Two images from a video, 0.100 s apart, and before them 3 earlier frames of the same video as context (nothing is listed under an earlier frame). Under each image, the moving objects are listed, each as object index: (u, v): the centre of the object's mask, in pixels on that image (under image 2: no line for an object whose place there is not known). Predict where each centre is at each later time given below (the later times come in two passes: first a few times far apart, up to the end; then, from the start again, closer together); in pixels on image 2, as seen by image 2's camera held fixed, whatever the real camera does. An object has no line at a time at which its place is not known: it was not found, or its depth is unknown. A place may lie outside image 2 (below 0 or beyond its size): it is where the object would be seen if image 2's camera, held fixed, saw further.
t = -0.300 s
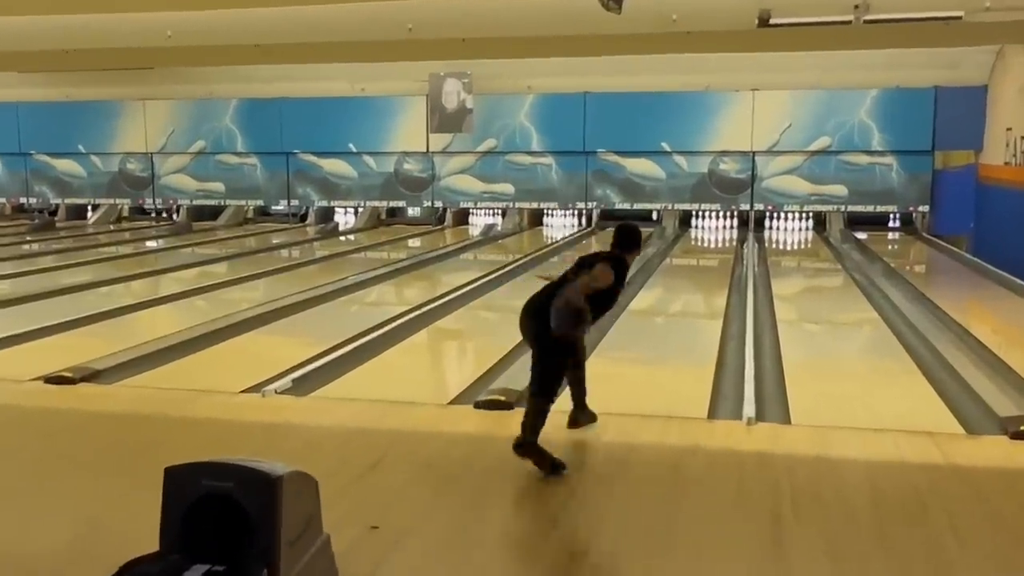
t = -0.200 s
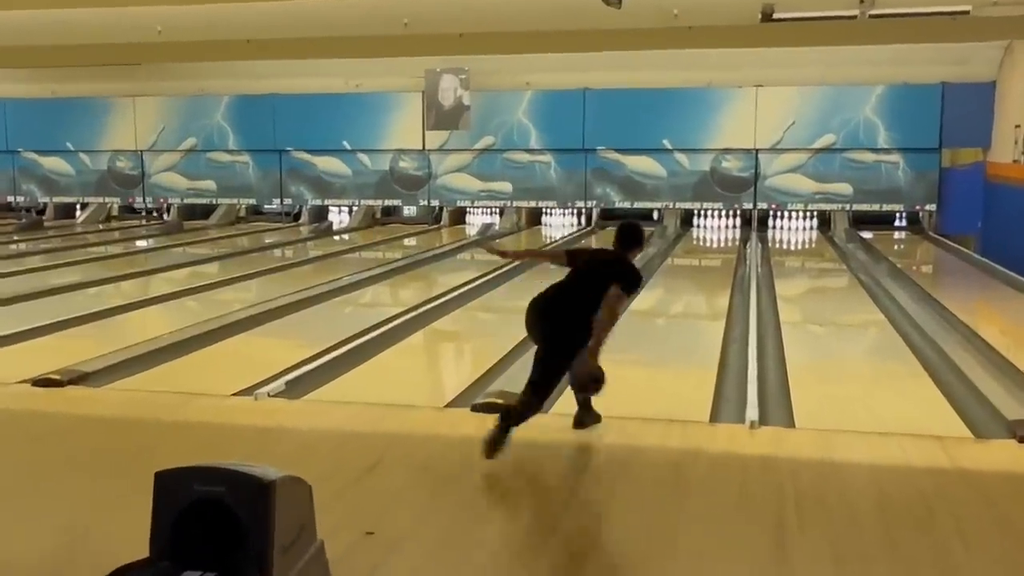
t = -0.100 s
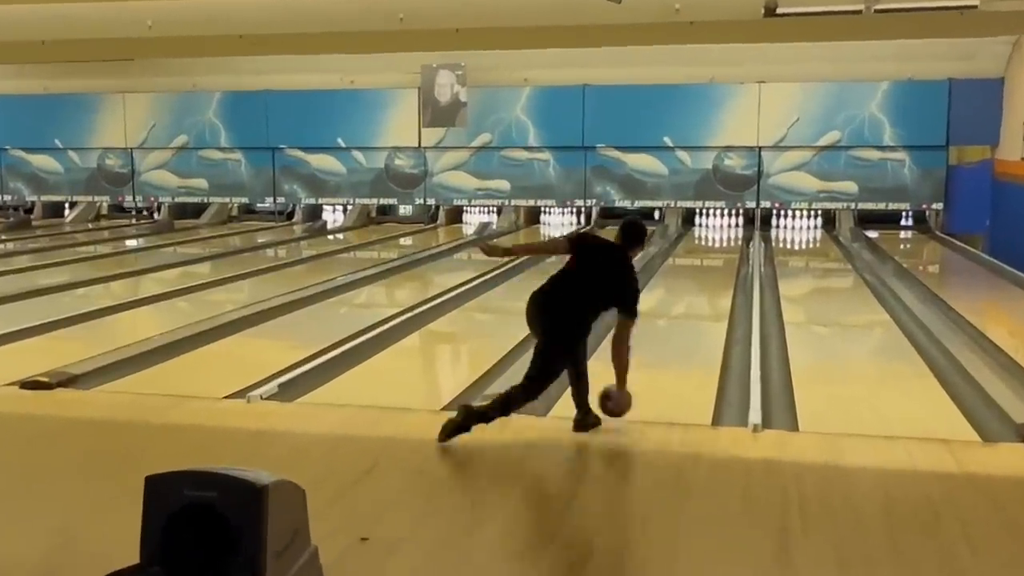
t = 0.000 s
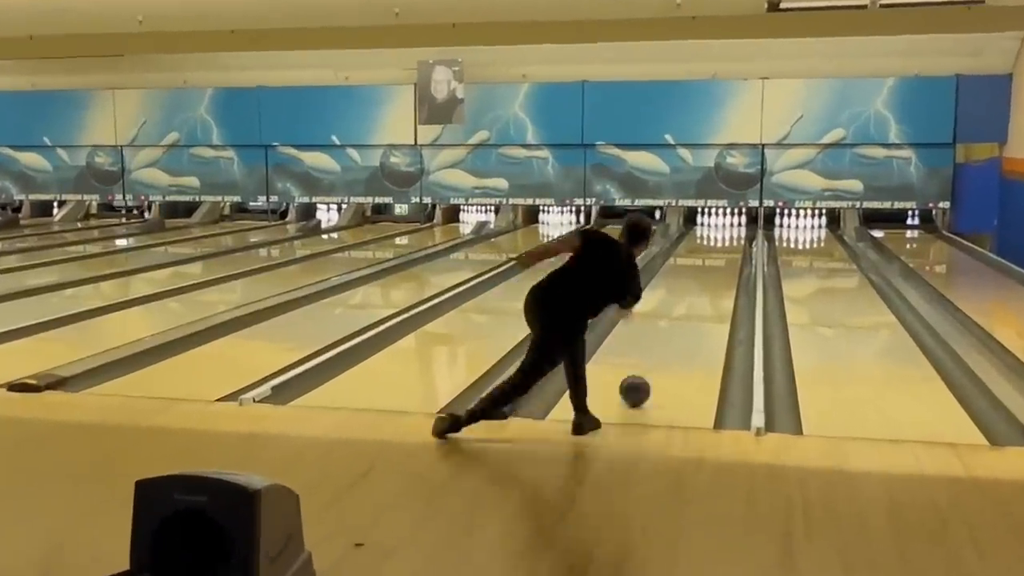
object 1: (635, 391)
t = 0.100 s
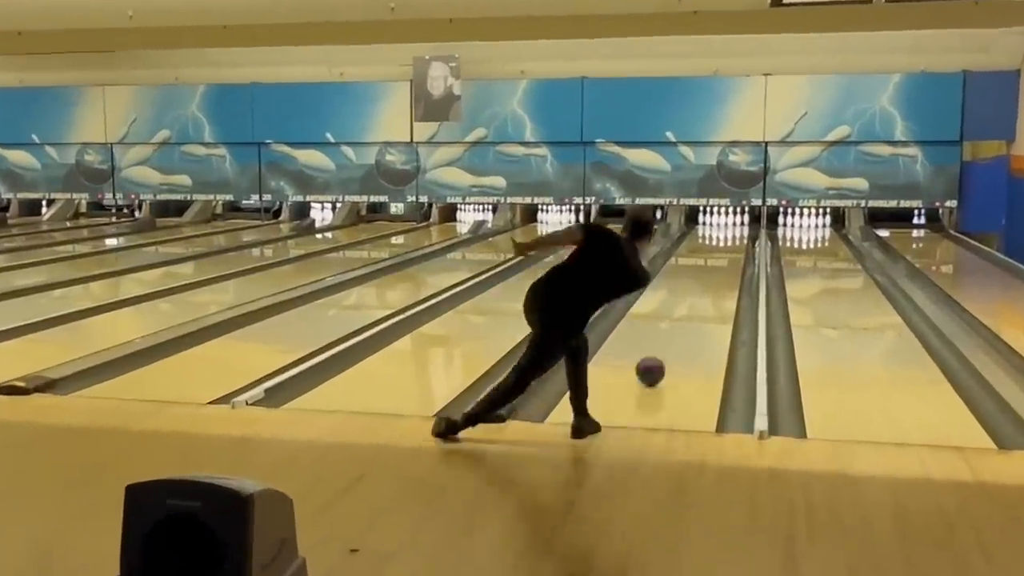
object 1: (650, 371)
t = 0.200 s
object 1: (663, 353)
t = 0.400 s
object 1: (683, 324)
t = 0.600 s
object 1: (698, 301)
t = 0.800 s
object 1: (710, 284)
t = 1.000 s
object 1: (719, 271)
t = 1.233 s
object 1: (727, 258)
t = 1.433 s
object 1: (731, 249)
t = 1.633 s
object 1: (733, 240)
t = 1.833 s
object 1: (734, 233)
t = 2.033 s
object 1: (731, 227)
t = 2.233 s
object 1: (725, 223)
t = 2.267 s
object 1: (724, 222)
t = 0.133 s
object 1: (654, 364)
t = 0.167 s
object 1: (659, 358)
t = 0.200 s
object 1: (663, 353)
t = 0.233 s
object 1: (666, 347)
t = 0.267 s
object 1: (670, 342)
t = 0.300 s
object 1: (674, 337)
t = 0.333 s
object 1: (677, 332)
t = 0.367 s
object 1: (680, 328)
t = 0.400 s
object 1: (683, 324)
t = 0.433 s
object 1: (685, 319)
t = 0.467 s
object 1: (688, 315)
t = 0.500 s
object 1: (690, 312)
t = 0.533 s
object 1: (693, 308)
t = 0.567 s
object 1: (696, 304)
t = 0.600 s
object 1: (698, 301)
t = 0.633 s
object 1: (700, 298)
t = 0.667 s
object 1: (702, 295)
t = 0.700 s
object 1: (704, 292)
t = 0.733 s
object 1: (706, 290)
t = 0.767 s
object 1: (708, 287)
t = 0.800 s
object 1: (710, 284)
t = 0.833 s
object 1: (711, 282)
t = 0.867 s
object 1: (713, 279)
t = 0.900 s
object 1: (714, 277)
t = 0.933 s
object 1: (716, 275)
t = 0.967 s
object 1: (717, 273)
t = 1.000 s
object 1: (719, 271)
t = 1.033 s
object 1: (720, 268)
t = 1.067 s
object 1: (721, 266)
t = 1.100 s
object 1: (723, 264)
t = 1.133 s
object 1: (724, 262)
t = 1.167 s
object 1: (725, 261)
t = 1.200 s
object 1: (726, 259)
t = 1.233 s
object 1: (727, 258)
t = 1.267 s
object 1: (728, 256)
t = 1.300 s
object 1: (729, 254)
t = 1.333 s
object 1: (730, 253)
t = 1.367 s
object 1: (730, 251)
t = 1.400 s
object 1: (731, 249)
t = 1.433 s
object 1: (731, 249)
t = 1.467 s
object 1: (732, 247)
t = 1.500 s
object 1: (732, 246)
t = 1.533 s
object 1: (733, 245)
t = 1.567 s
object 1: (733, 243)
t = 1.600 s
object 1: (733, 241)
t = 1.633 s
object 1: (733, 240)
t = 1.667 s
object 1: (733, 239)
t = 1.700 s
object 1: (734, 237)
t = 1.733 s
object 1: (734, 236)
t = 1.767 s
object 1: (734, 235)
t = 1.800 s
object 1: (734, 234)
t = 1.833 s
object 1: (734, 233)
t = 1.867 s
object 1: (733, 232)
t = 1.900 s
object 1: (733, 231)
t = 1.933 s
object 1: (733, 230)
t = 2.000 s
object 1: (732, 227)
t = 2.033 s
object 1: (731, 227)
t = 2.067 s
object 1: (730, 226)
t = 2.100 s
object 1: (729, 225)
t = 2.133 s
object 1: (729, 225)
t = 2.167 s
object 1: (727, 224)
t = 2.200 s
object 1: (726, 223)
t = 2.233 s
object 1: (725, 223)
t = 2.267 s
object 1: (724, 222)
